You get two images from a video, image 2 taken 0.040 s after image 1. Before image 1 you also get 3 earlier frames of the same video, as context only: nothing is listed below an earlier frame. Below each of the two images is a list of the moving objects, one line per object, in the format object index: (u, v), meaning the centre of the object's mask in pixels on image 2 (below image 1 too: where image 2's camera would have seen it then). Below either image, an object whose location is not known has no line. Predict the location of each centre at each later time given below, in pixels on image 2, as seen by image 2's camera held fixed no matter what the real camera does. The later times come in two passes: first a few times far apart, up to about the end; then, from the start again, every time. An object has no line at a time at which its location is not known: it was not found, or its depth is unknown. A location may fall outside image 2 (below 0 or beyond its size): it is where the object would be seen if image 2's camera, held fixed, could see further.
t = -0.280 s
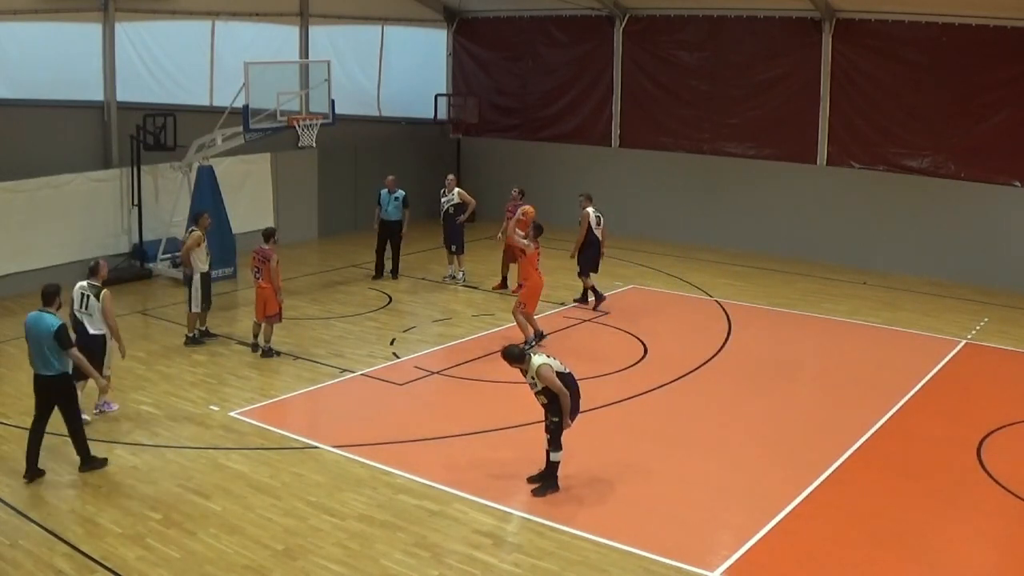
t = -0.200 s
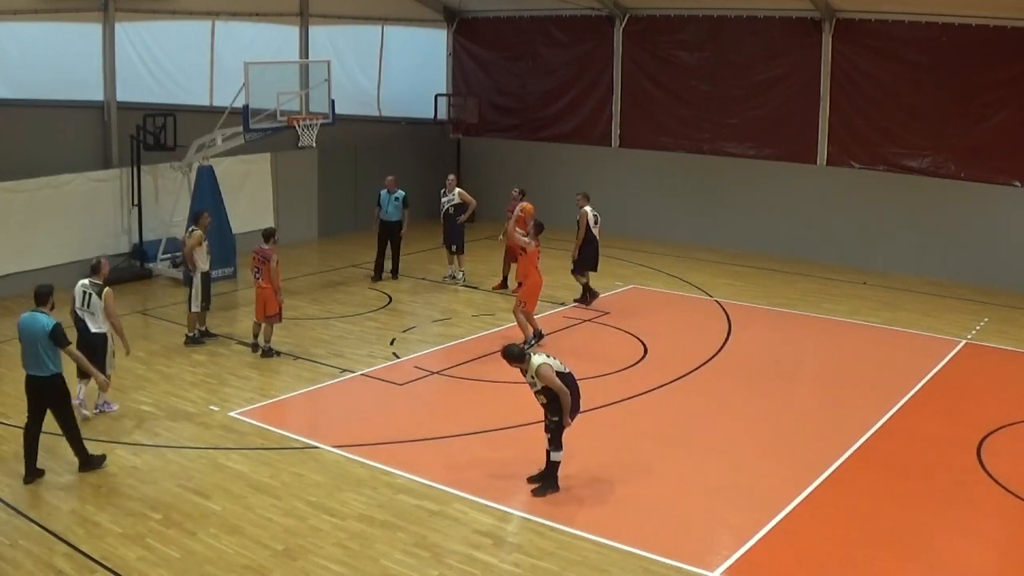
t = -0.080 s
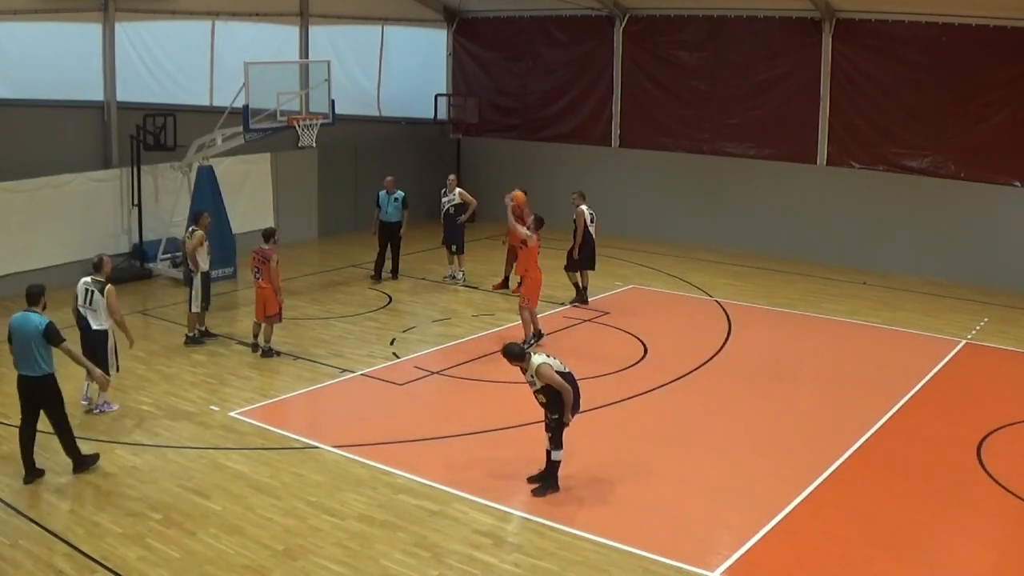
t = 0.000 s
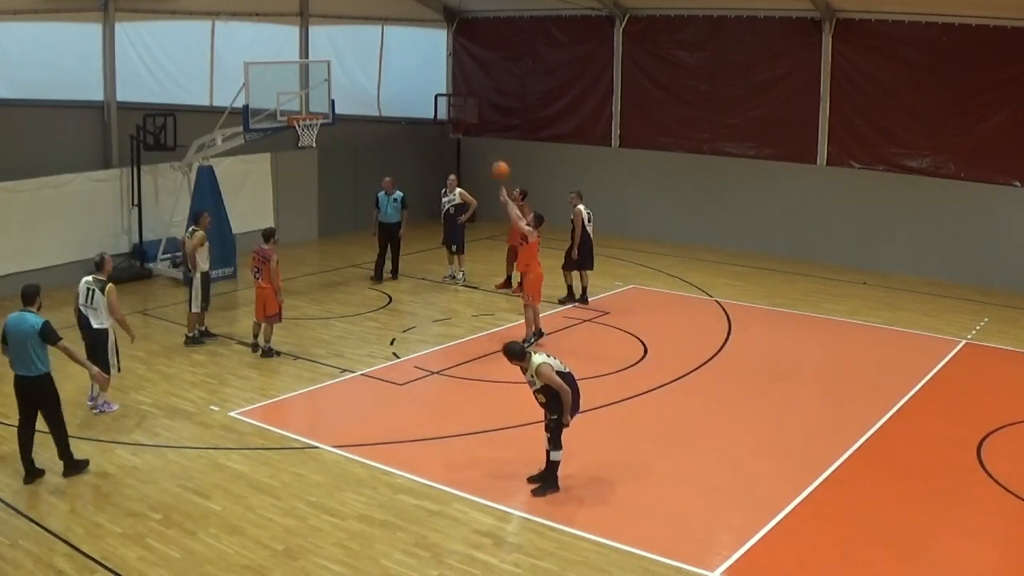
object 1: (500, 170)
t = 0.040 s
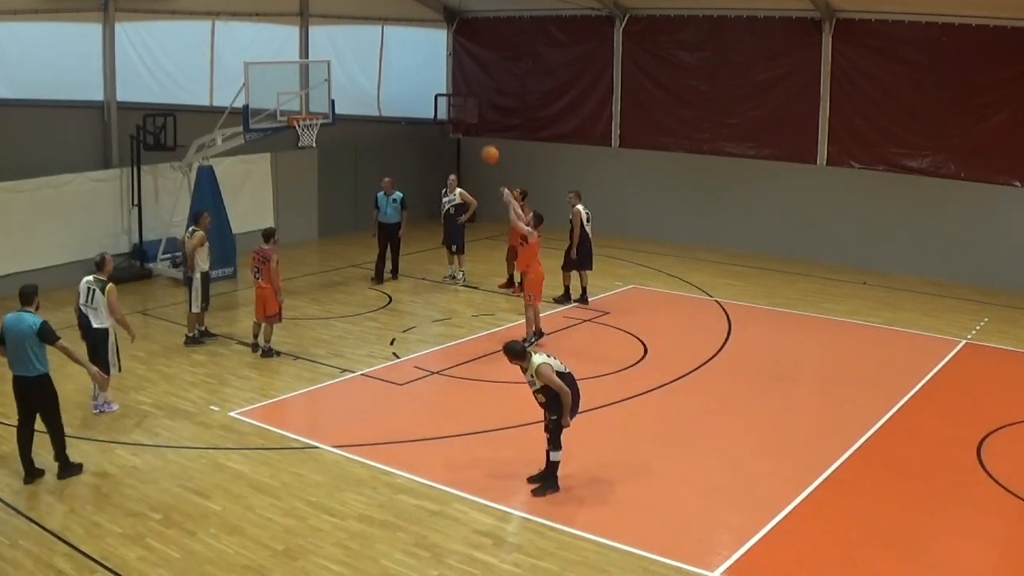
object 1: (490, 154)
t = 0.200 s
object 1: (450, 108)
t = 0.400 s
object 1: (402, 74)
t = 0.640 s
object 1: (352, 72)
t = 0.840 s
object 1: (314, 96)
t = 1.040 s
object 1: (321, 104)
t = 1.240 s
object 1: (339, 87)
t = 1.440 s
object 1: (358, 95)
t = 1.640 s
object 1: (377, 128)
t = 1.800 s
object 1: (393, 174)
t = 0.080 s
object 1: (479, 141)
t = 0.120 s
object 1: (469, 128)
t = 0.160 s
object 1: (459, 117)
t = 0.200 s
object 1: (450, 108)
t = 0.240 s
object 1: (439, 98)
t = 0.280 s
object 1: (430, 90)
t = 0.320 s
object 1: (420, 84)
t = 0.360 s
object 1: (411, 78)
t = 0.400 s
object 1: (402, 74)
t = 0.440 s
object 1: (394, 71)
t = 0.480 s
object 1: (385, 69)
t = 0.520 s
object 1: (377, 68)
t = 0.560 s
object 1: (368, 68)
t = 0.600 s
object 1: (360, 69)
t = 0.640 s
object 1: (352, 72)
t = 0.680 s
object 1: (344, 75)
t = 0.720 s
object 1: (337, 79)
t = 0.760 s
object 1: (329, 84)
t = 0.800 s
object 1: (322, 90)
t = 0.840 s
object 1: (314, 96)
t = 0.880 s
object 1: (308, 105)
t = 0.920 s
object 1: (300, 111)
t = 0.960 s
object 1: (308, 110)
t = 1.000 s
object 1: (316, 109)
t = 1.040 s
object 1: (321, 104)
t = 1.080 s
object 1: (325, 98)
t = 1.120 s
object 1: (328, 94)
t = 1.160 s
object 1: (332, 91)
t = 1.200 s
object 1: (336, 89)
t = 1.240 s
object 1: (339, 87)
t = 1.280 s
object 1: (343, 87)
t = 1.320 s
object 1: (346, 87)
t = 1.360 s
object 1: (350, 89)
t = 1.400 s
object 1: (354, 92)
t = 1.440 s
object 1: (358, 95)
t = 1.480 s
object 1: (362, 100)
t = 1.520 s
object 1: (365, 105)
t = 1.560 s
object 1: (369, 111)
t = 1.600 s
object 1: (374, 121)
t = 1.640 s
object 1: (377, 128)
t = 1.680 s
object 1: (381, 138)
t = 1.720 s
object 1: (385, 149)
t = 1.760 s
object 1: (389, 161)
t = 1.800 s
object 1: (393, 174)
